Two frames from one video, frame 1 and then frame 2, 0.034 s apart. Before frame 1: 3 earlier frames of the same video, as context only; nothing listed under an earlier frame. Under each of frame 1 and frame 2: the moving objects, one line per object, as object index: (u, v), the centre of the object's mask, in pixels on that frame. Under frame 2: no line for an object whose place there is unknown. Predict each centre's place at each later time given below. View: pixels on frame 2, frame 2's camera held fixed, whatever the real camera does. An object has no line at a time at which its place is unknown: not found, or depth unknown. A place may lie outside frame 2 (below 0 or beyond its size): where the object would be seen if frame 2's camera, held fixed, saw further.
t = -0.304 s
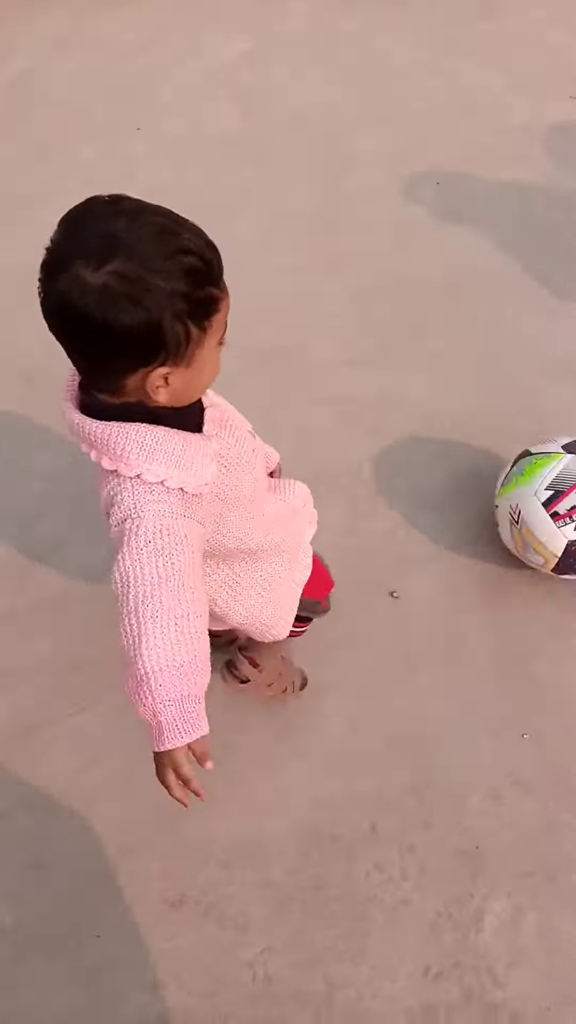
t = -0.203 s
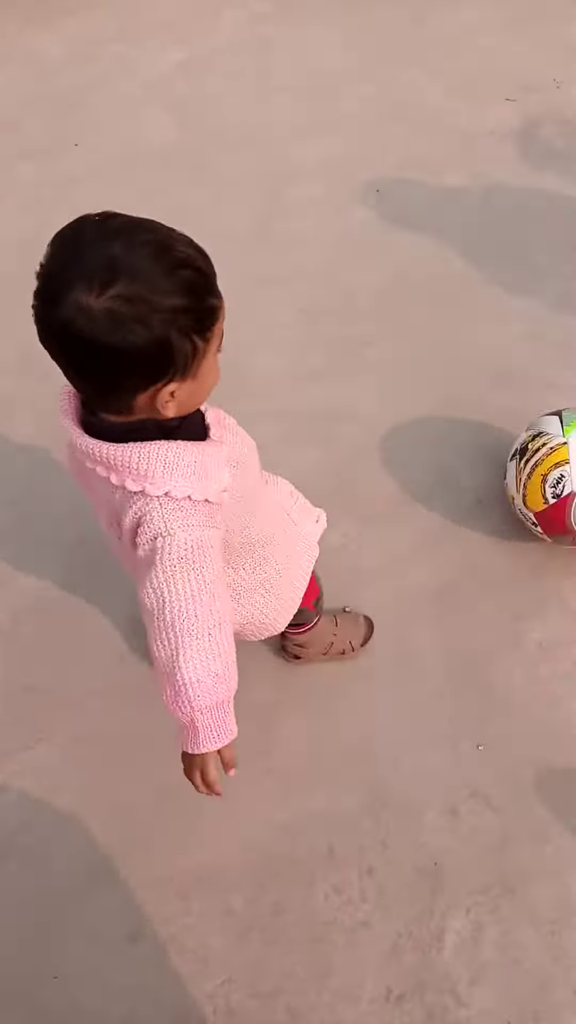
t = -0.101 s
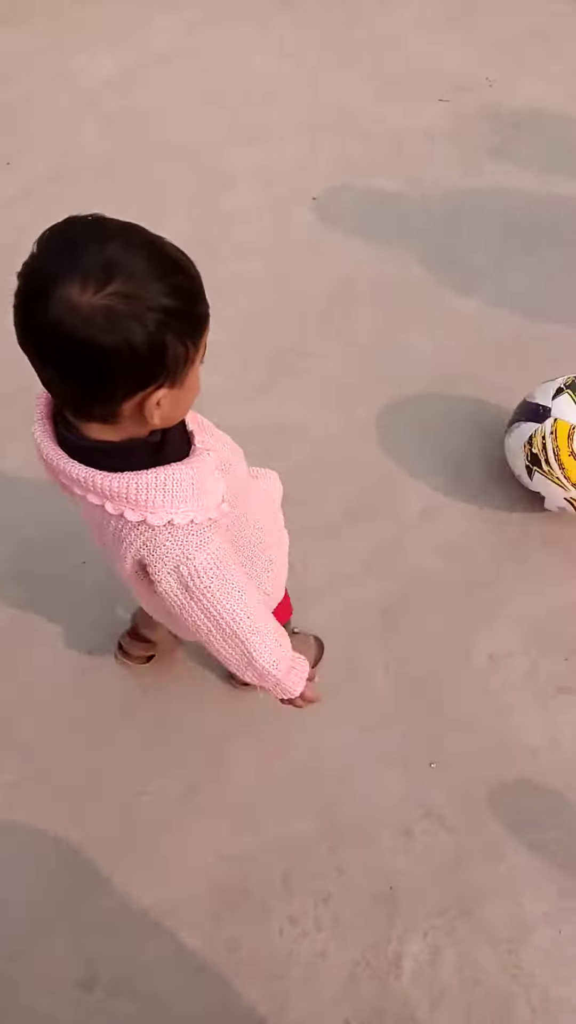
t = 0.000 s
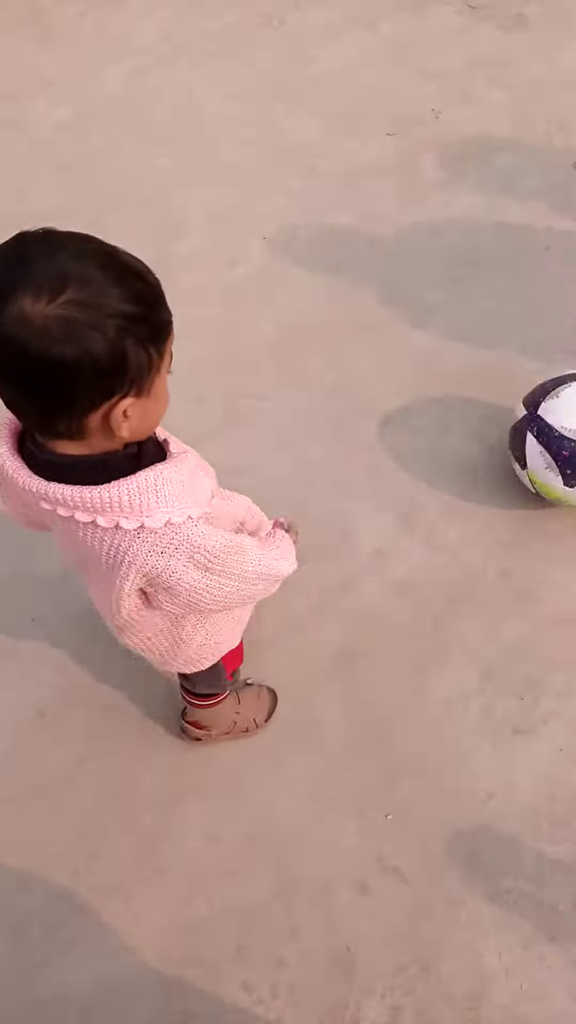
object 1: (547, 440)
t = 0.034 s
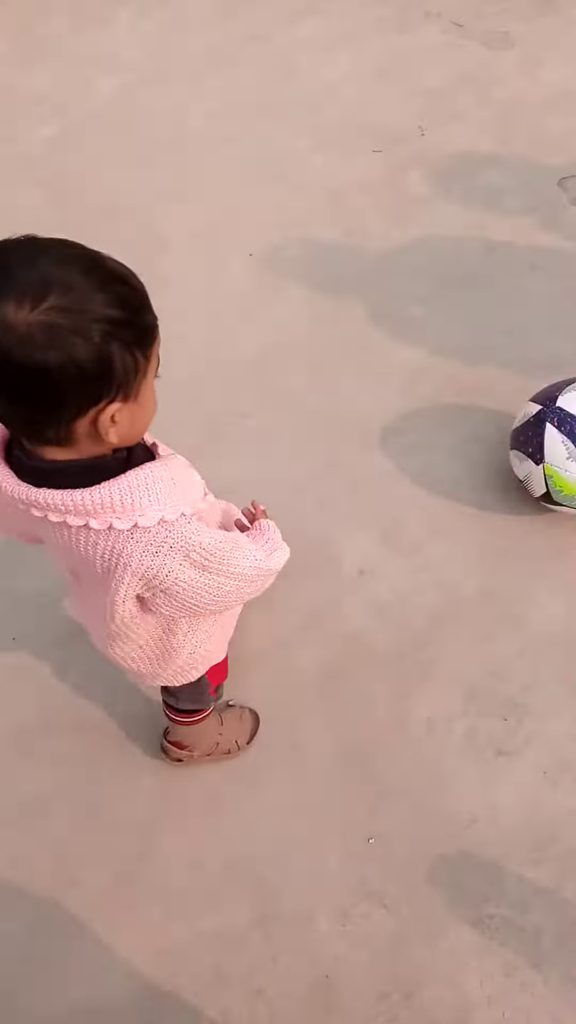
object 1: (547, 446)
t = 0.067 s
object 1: (565, 432)
